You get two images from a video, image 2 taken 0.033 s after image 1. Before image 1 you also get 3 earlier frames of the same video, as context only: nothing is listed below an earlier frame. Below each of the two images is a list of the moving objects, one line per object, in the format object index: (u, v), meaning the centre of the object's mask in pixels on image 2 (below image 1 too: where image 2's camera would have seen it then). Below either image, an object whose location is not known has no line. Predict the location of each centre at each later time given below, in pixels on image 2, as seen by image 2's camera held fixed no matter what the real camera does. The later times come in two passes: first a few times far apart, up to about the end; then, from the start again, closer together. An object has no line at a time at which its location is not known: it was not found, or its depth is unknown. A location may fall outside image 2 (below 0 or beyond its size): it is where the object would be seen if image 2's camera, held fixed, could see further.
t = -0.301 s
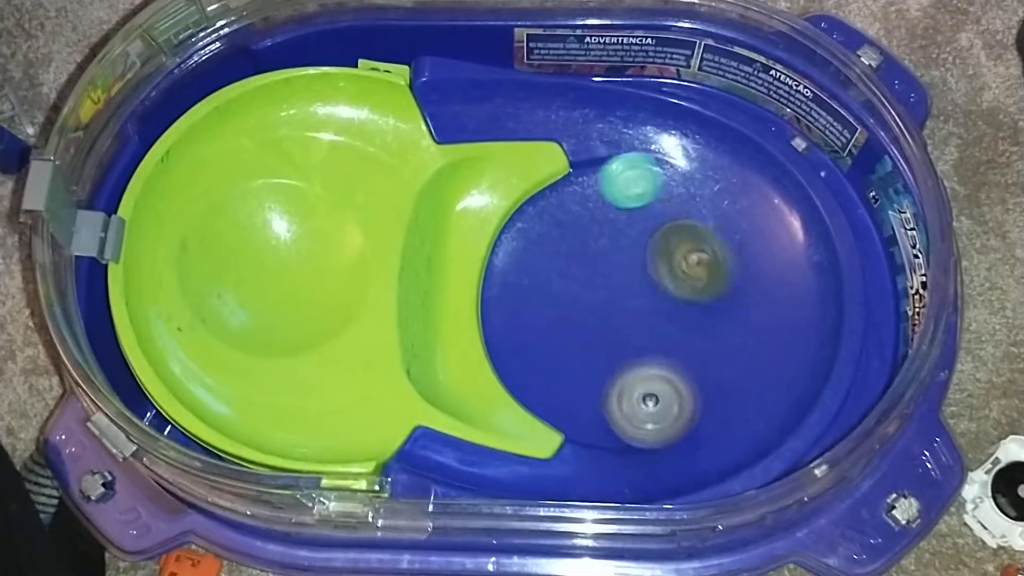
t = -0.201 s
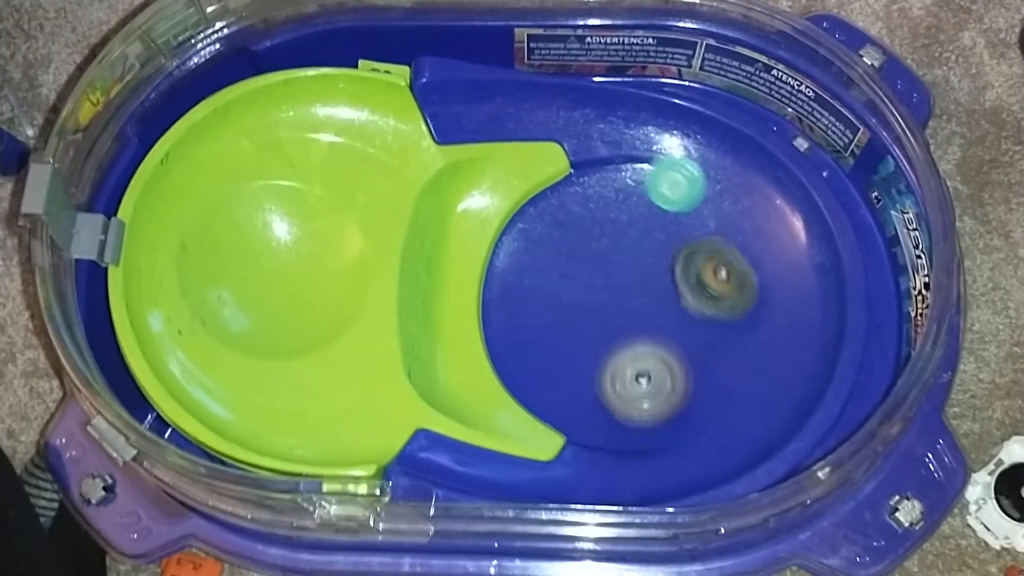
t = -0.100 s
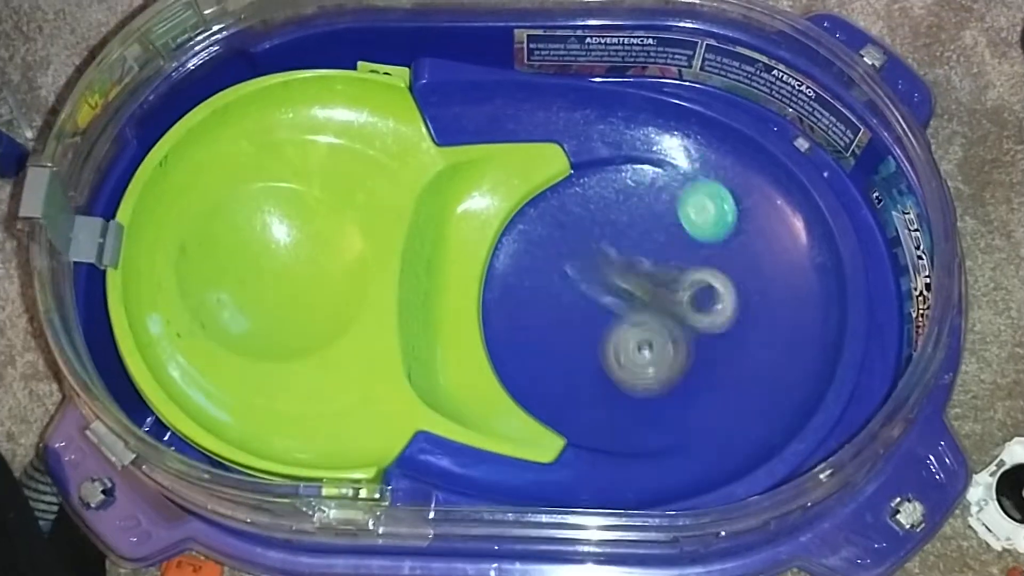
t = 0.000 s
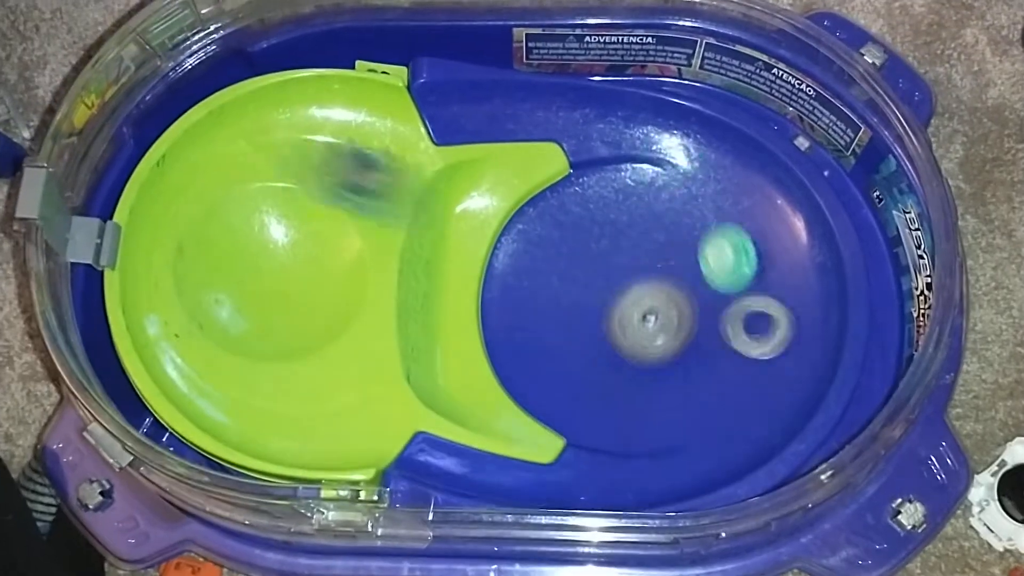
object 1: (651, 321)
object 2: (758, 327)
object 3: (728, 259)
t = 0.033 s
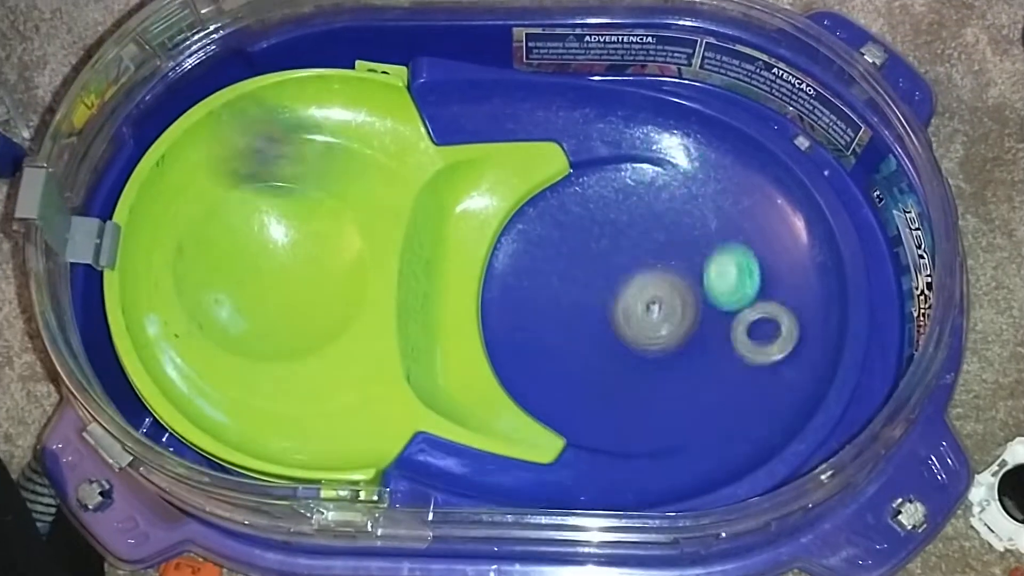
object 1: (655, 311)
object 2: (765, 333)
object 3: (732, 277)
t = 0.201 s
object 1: (645, 274)
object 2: (721, 401)
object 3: (748, 143)
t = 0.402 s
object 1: (634, 271)
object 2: (597, 361)
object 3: (613, 115)
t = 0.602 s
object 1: (620, 273)
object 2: (537, 308)
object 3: (571, 214)
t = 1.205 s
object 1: (730, 265)
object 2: (543, 309)
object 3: (270, 257)
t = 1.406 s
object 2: (562, 312)
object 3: (484, 354)
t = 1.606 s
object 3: (660, 411)
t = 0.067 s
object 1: (657, 302)
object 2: (764, 351)
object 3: (730, 271)
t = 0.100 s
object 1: (652, 297)
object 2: (763, 370)
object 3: (754, 230)
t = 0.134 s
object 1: (648, 290)
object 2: (756, 383)
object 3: (775, 186)
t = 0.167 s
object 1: (647, 283)
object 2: (741, 394)
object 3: (766, 160)
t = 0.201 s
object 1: (645, 274)
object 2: (721, 401)
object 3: (748, 143)
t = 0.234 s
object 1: (643, 266)
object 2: (703, 402)
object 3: (726, 132)
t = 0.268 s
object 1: (642, 258)
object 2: (678, 401)
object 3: (703, 131)
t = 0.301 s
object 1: (641, 250)
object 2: (656, 394)
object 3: (675, 148)
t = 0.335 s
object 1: (639, 251)
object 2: (634, 386)
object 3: (644, 163)
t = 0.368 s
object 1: (637, 262)
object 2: (614, 373)
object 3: (628, 135)
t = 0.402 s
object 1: (634, 271)
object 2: (597, 361)
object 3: (613, 115)
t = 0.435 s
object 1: (628, 277)
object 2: (581, 347)
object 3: (596, 103)
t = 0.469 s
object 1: (623, 281)
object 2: (569, 333)
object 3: (582, 100)
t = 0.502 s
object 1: (617, 285)
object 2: (559, 321)
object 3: (568, 115)
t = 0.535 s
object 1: (612, 288)
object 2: (545, 304)
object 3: (565, 141)
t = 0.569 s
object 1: (615, 281)
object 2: (541, 307)
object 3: (570, 180)
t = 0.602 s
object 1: (620, 273)
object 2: (537, 308)
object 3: (571, 214)
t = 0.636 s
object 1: (638, 281)
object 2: (533, 307)
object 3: (528, 192)
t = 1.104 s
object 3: (155, 212)
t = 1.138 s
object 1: (736, 274)
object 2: (535, 308)
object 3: (182, 223)
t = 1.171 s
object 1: (734, 270)
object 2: (538, 309)
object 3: (224, 239)
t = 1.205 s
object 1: (730, 265)
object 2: (543, 309)
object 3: (270, 257)
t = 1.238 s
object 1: (724, 263)
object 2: (547, 310)
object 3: (313, 272)
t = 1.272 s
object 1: (716, 262)
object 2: (549, 310)
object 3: (352, 282)
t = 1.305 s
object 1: (711, 261)
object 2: (550, 310)
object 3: (388, 292)
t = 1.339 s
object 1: (702, 261)
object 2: (552, 311)
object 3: (424, 308)
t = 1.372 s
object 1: (694, 261)
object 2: (555, 311)
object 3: (459, 333)
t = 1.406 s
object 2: (562, 312)
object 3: (484, 354)
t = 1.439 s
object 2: (567, 312)
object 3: (510, 375)
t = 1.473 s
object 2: (570, 312)
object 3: (535, 387)
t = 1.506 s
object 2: (572, 313)
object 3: (564, 398)
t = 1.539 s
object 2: (572, 313)
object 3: (599, 406)
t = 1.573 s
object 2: (572, 313)
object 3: (631, 411)
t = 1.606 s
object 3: (660, 411)
